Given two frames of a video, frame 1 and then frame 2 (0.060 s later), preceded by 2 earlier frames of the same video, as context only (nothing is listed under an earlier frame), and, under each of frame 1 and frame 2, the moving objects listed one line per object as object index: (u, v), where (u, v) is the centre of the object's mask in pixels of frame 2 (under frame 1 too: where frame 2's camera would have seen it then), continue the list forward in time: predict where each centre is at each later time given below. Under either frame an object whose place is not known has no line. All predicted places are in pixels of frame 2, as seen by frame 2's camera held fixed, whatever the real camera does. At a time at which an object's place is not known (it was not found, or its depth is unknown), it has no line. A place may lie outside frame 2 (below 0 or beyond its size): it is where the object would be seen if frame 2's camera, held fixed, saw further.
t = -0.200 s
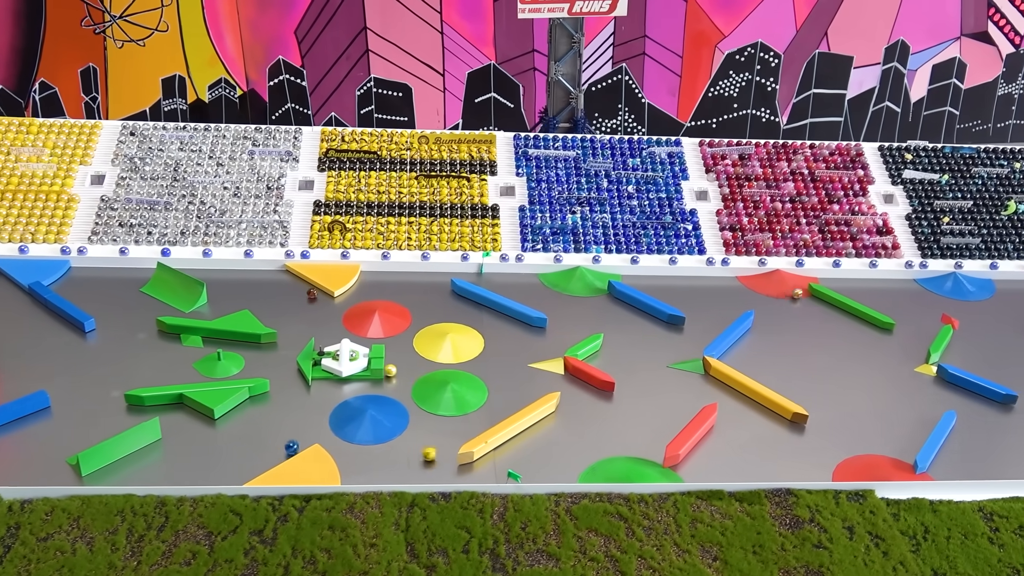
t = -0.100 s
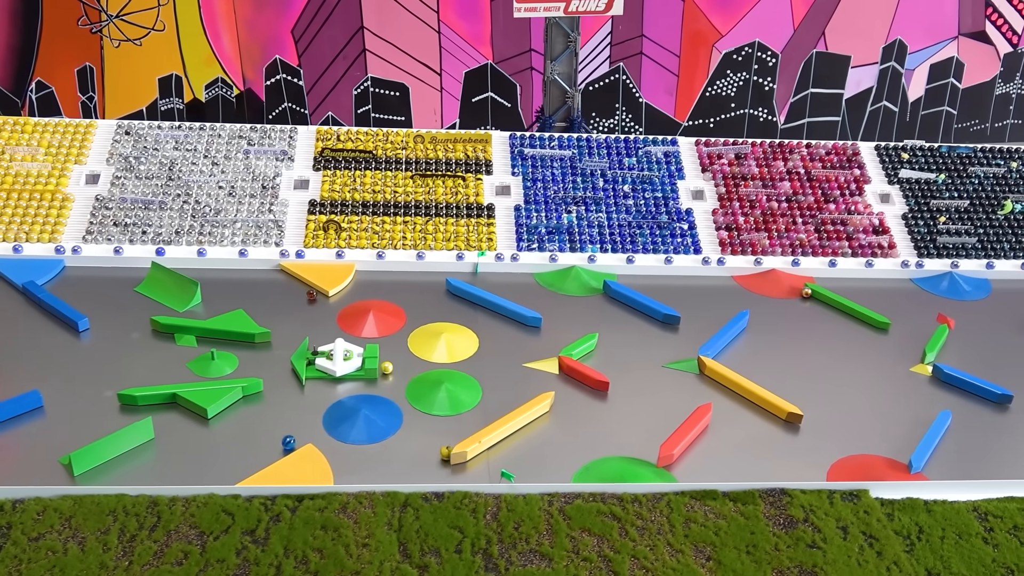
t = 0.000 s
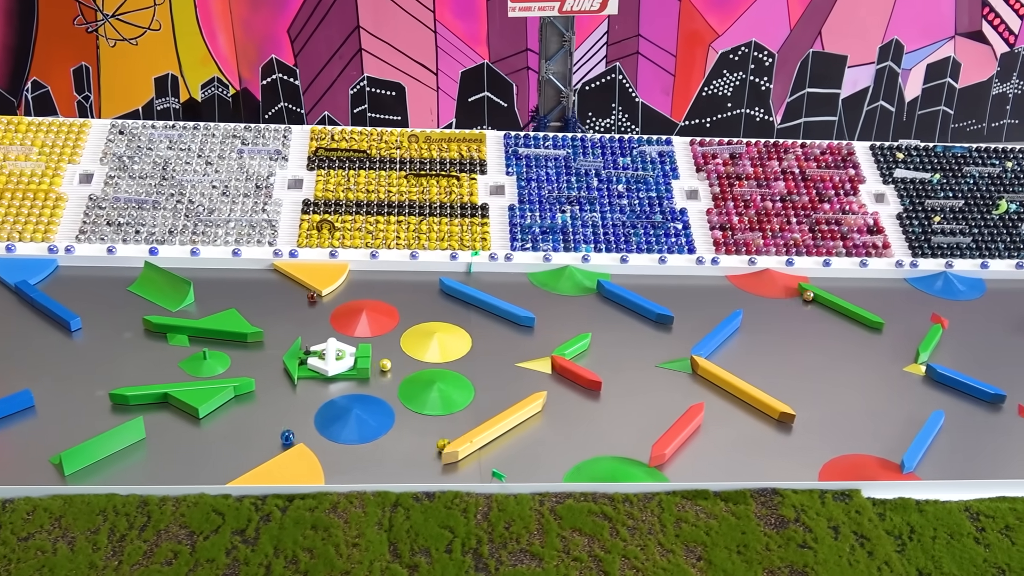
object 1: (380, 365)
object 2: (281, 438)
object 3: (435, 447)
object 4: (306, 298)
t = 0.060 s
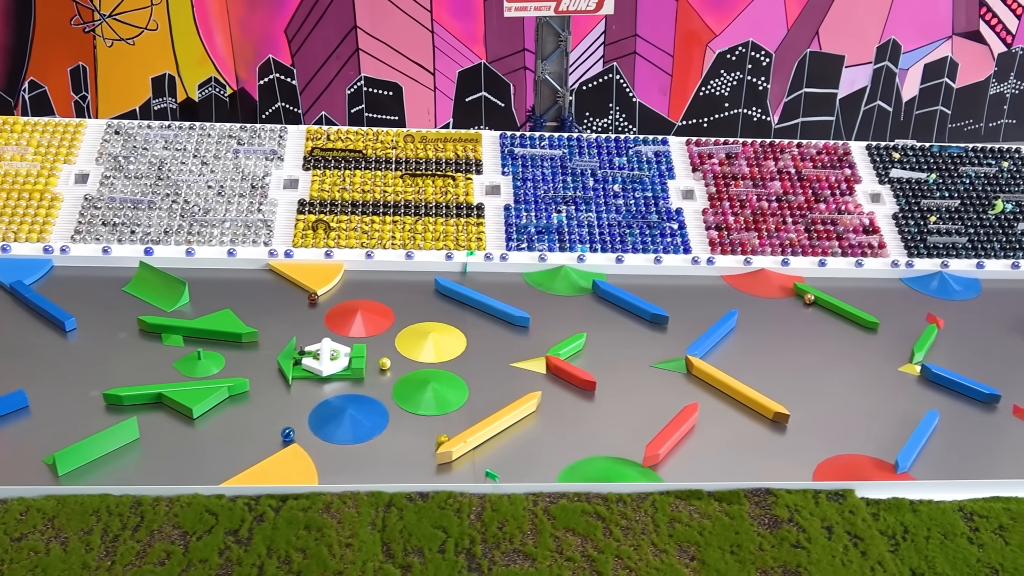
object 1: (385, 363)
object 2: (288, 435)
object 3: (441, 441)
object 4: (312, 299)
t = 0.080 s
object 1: (386, 363)
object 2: (290, 433)
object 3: (443, 439)
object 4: (314, 300)
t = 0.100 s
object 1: (388, 362)
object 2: (293, 432)
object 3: (446, 437)
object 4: (317, 300)
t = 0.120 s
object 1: (391, 362)
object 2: (295, 431)
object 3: (448, 436)
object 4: (319, 301)
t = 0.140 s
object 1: (393, 361)
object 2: (298, 430)
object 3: (451, 434)
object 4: (322, 302)
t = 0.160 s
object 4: (324, 302)
